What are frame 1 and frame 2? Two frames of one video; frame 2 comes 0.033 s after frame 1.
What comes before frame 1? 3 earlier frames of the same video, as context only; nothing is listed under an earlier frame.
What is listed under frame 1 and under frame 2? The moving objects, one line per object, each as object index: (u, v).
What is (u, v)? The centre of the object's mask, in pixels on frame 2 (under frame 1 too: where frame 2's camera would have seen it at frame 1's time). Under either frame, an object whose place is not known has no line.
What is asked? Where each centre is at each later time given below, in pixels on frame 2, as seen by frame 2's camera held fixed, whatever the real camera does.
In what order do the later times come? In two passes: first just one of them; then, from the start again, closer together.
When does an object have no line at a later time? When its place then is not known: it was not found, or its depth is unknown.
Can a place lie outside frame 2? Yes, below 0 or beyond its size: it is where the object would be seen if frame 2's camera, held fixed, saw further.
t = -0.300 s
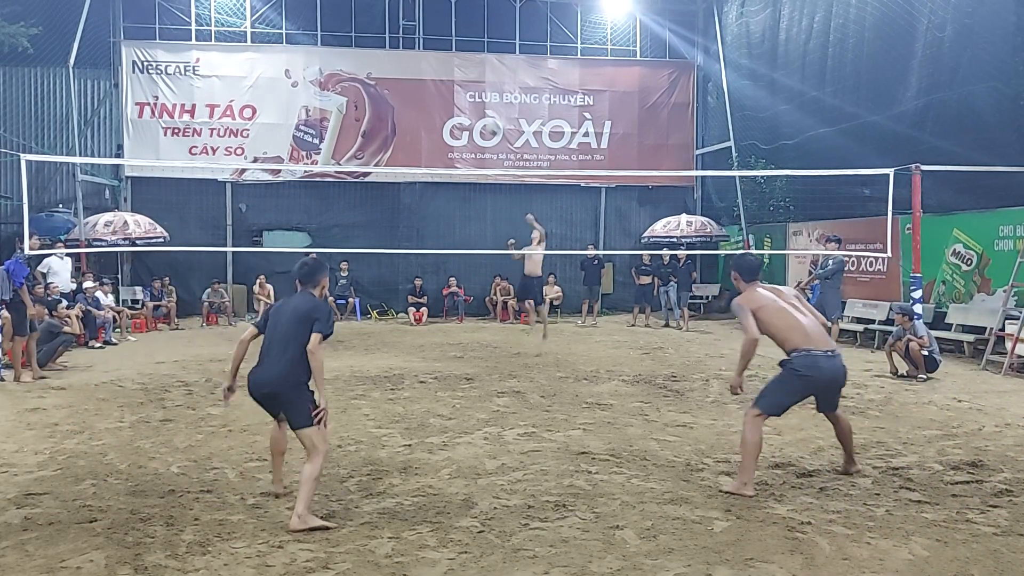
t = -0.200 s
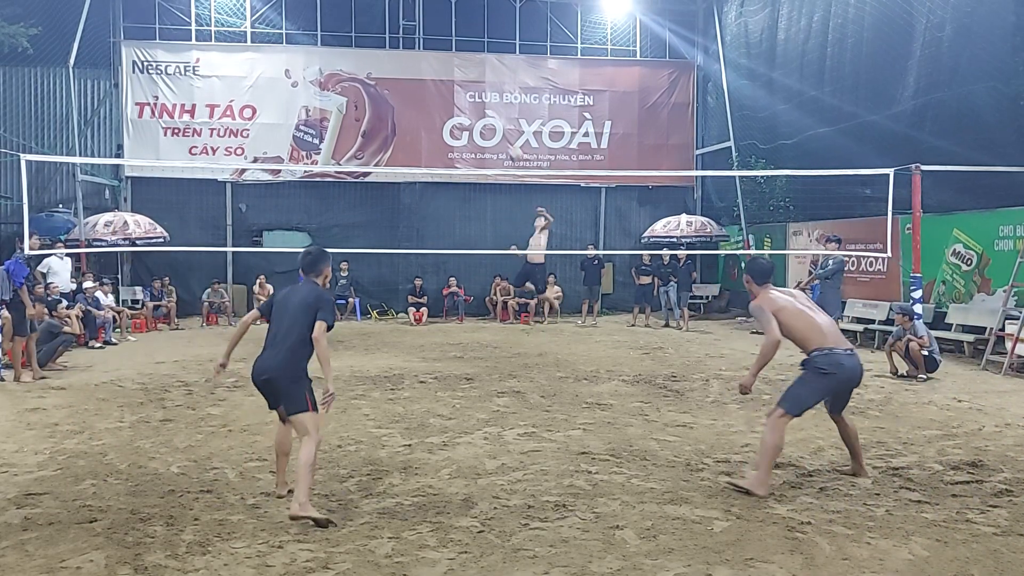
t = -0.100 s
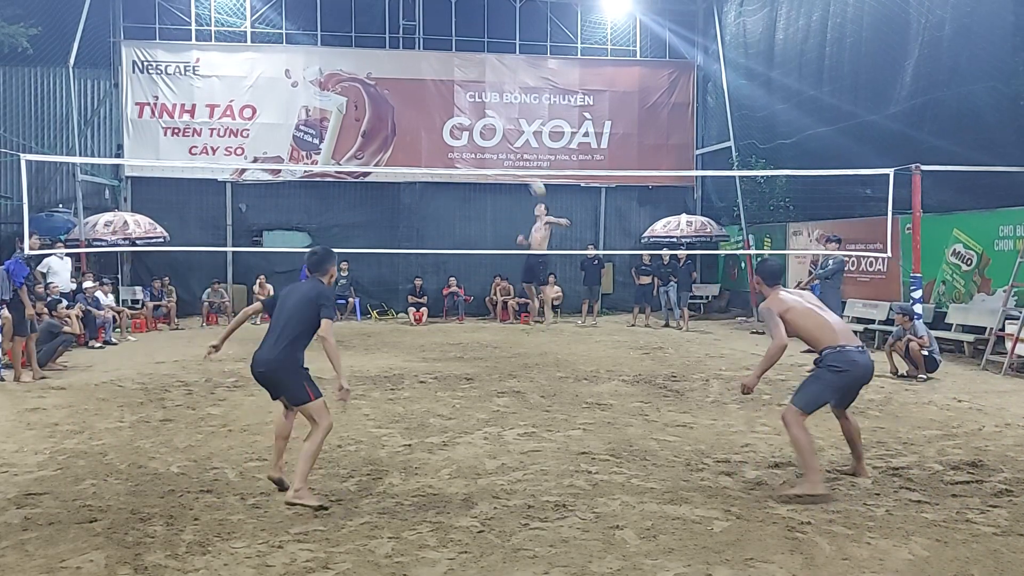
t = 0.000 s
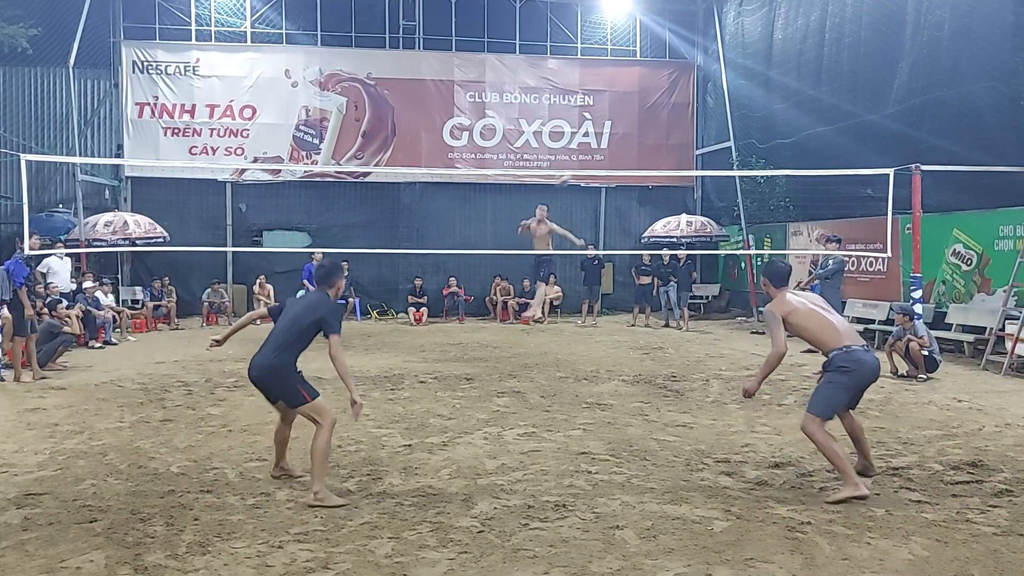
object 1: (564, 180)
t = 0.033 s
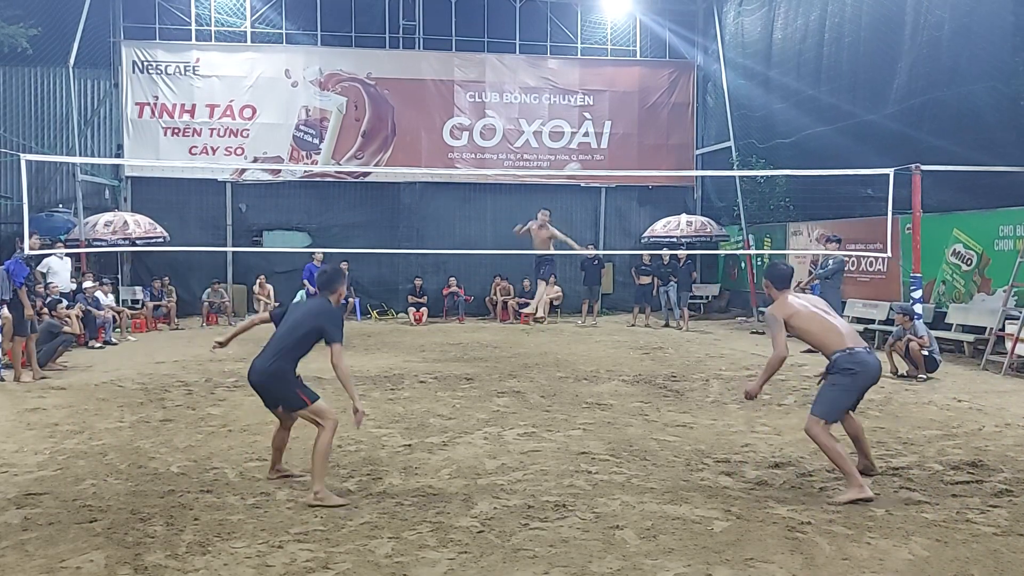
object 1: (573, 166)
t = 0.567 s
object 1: (823, 151)
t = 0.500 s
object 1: (778, 137)
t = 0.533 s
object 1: (801, 143)
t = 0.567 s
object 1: (823, 151)
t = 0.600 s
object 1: (848, 159)
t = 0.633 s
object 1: (874, 170)
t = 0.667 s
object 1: (907, 185)
